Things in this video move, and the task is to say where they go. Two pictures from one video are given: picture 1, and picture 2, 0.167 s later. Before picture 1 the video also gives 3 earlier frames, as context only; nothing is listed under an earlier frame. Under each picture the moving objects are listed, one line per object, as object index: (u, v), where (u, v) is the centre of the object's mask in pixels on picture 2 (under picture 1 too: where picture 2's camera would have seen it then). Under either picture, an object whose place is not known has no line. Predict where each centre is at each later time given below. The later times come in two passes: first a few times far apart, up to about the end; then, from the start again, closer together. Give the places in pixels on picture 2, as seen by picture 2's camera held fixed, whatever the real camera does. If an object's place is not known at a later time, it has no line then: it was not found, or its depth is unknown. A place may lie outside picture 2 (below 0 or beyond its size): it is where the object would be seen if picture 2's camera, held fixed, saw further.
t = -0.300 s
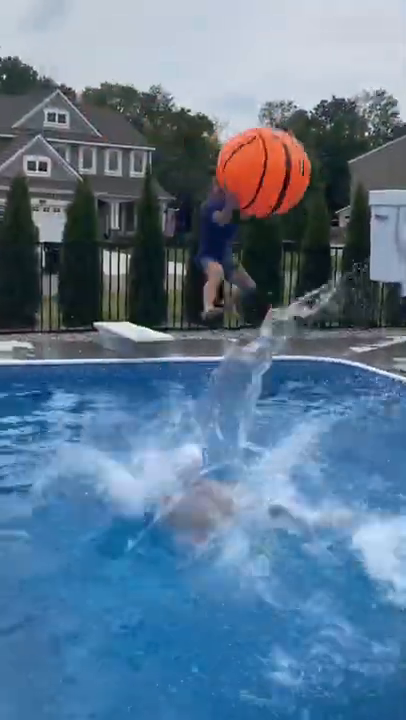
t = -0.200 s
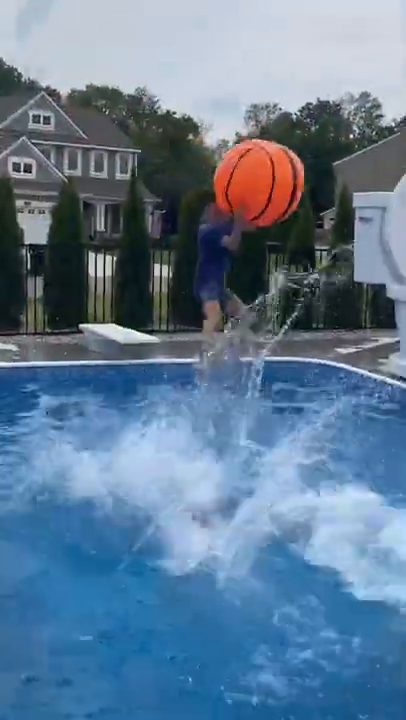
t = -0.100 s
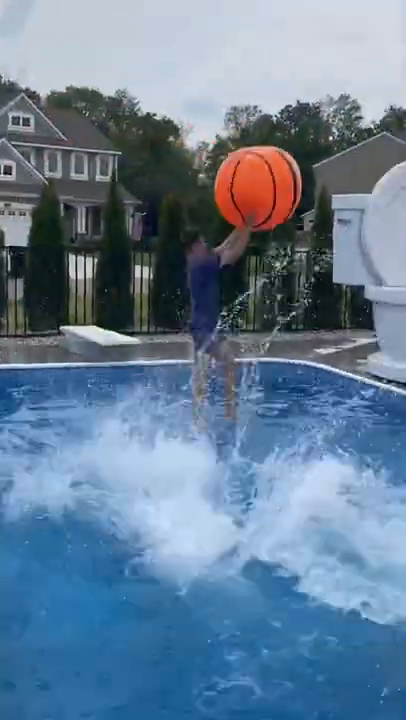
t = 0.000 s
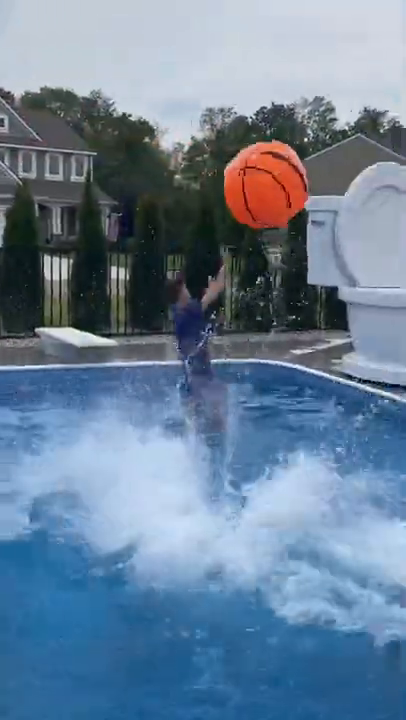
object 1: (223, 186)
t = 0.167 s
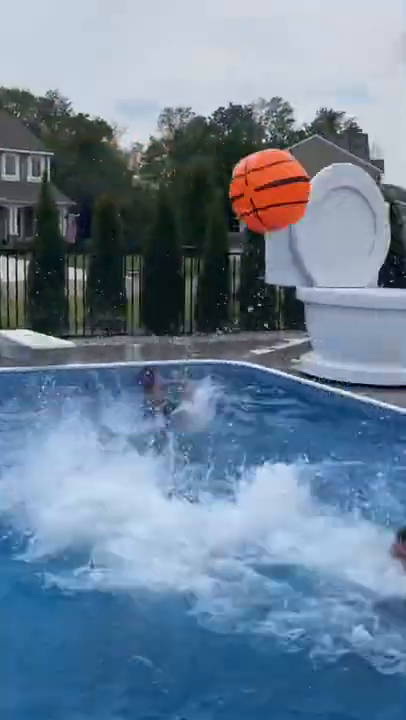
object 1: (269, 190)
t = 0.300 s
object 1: (301, 203)
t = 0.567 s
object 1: (354, 252)
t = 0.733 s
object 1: (378, 273)
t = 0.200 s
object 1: (277, 193)
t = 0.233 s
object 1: (286, 196)
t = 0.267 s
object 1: (293, 199)
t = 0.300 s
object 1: (301, 203)
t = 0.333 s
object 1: (309, 208)
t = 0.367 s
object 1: (316, 213)
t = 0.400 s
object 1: (324, 219)
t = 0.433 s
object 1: (330, 224)
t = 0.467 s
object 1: (336, 231)
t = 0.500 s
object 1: (343, 238)
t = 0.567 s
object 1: (354, 252)
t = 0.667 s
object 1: (370, 268)
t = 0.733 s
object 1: (378, 273)
